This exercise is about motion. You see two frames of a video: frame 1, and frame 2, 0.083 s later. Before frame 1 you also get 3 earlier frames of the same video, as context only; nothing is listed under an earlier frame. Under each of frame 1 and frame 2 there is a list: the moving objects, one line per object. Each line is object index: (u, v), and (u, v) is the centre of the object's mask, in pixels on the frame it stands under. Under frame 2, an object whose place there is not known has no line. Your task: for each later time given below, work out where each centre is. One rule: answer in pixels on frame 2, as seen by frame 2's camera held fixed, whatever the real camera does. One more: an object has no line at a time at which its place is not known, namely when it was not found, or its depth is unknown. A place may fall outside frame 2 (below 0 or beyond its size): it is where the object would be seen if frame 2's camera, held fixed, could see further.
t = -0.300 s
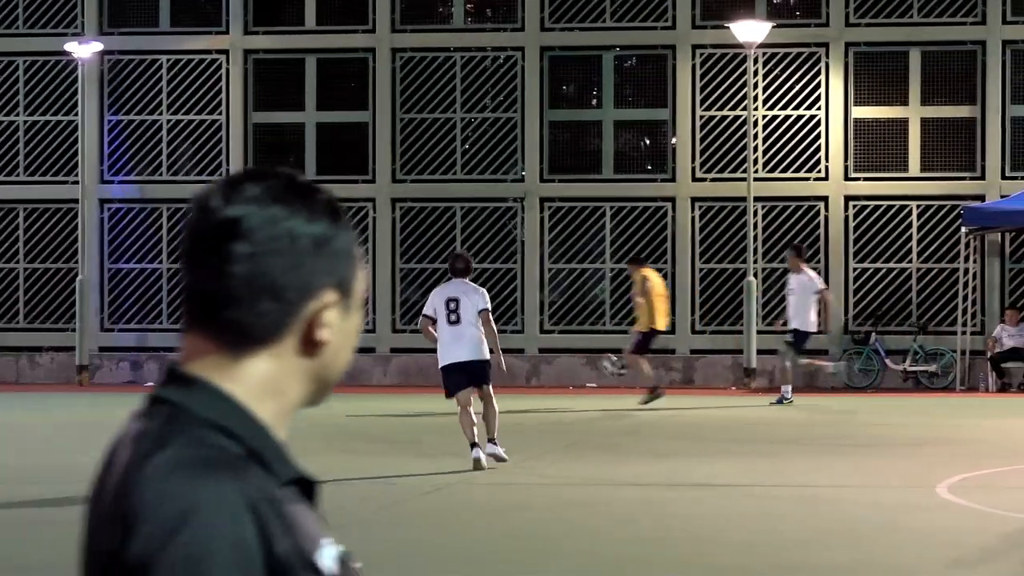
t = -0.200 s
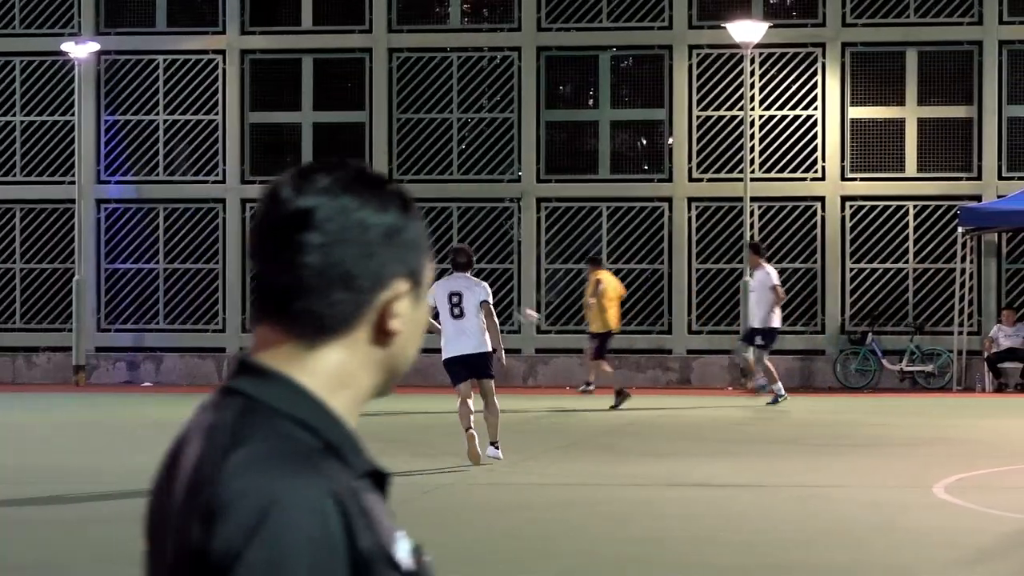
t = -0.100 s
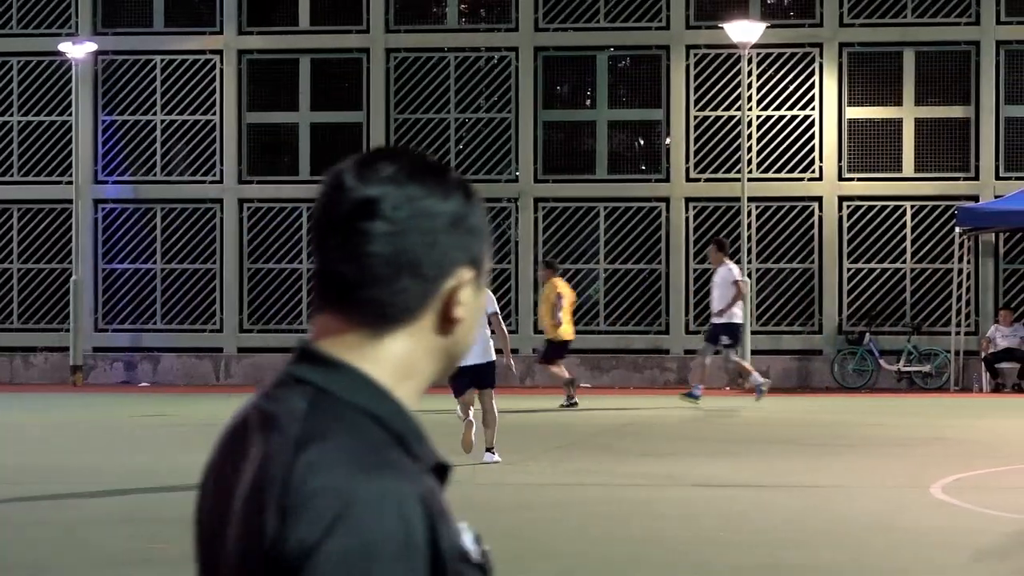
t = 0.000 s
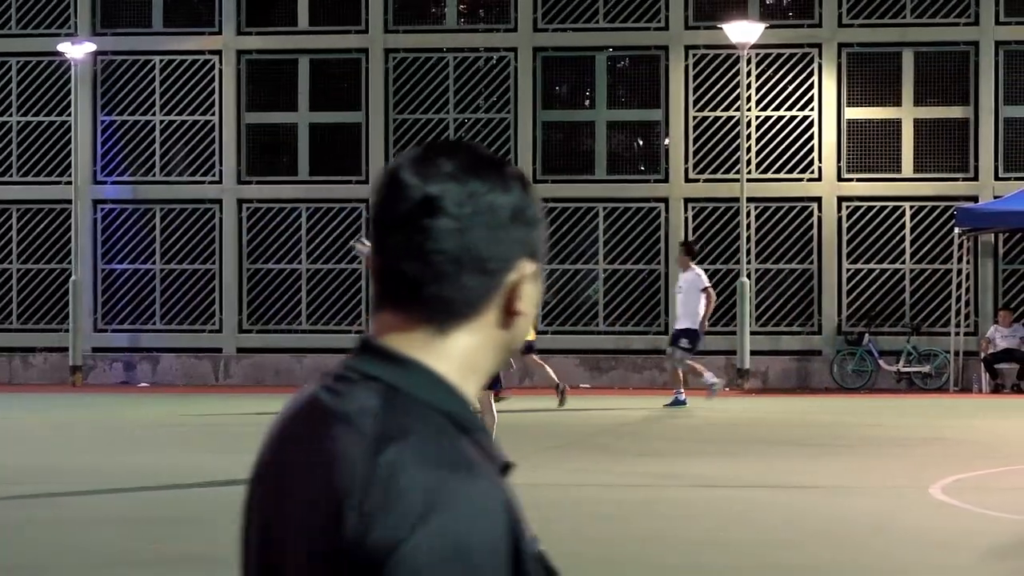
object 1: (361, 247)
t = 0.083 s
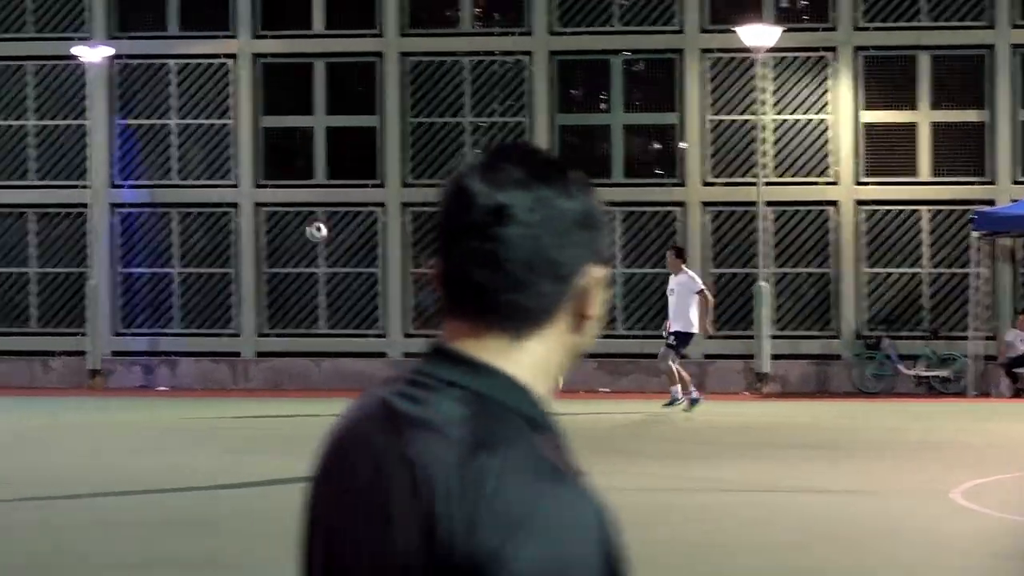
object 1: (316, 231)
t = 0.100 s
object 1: (304, 228)
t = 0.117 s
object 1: (291, 226)
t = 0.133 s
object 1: (278, 223)
